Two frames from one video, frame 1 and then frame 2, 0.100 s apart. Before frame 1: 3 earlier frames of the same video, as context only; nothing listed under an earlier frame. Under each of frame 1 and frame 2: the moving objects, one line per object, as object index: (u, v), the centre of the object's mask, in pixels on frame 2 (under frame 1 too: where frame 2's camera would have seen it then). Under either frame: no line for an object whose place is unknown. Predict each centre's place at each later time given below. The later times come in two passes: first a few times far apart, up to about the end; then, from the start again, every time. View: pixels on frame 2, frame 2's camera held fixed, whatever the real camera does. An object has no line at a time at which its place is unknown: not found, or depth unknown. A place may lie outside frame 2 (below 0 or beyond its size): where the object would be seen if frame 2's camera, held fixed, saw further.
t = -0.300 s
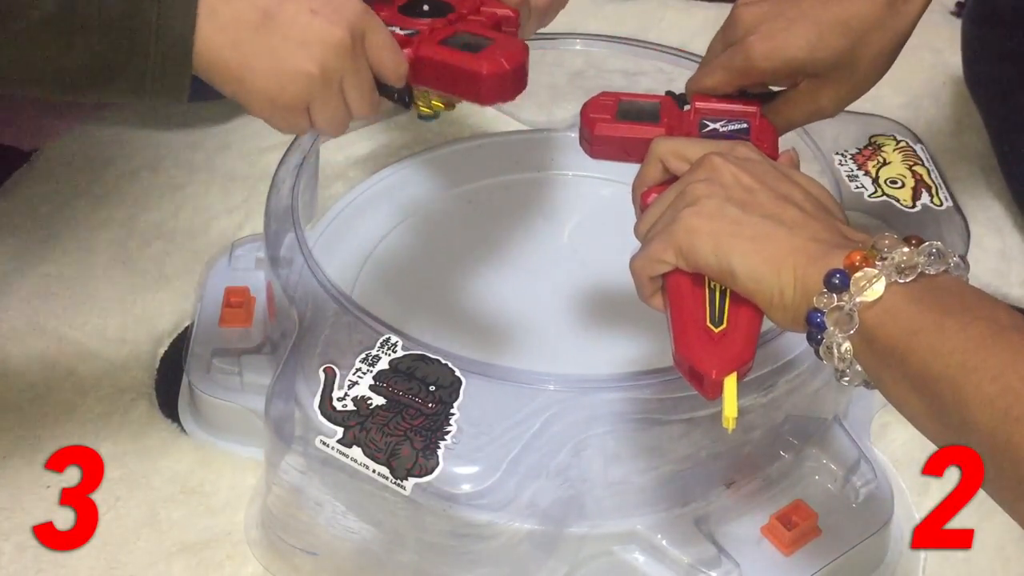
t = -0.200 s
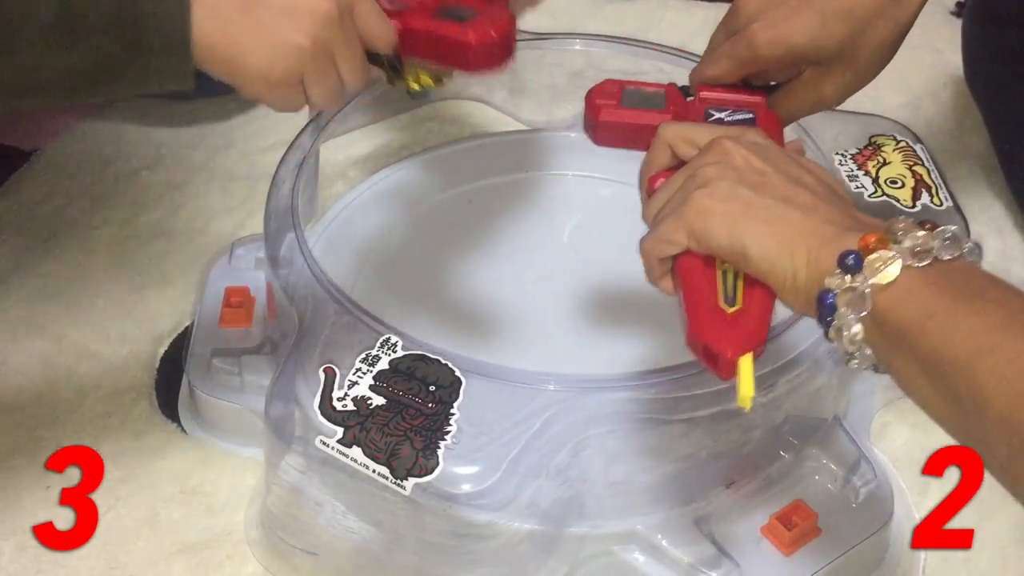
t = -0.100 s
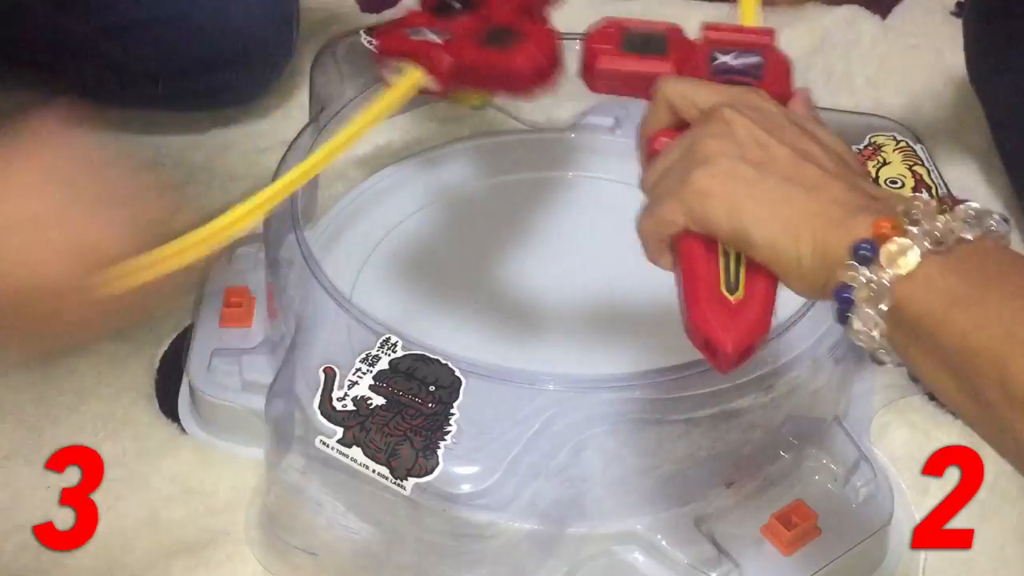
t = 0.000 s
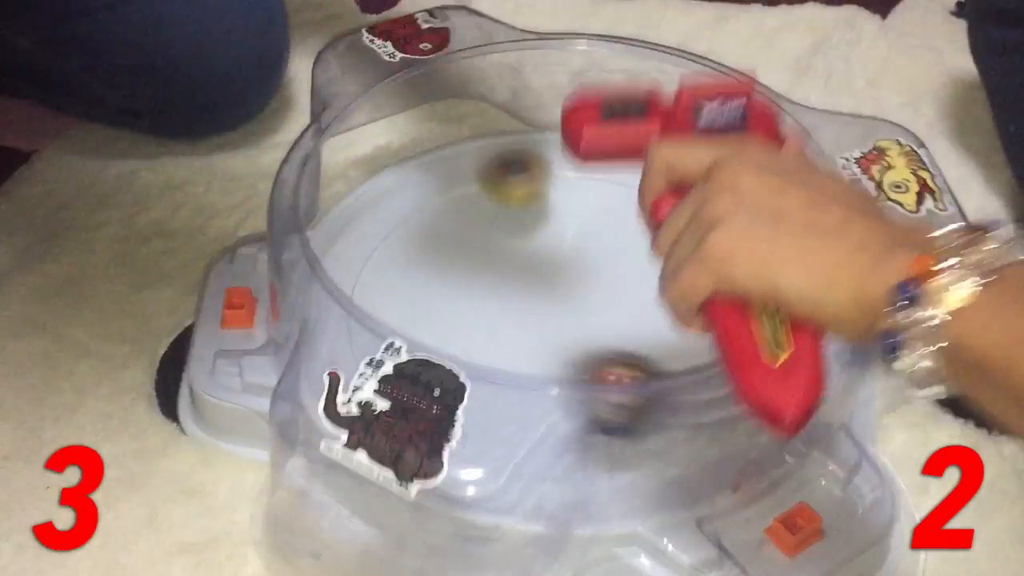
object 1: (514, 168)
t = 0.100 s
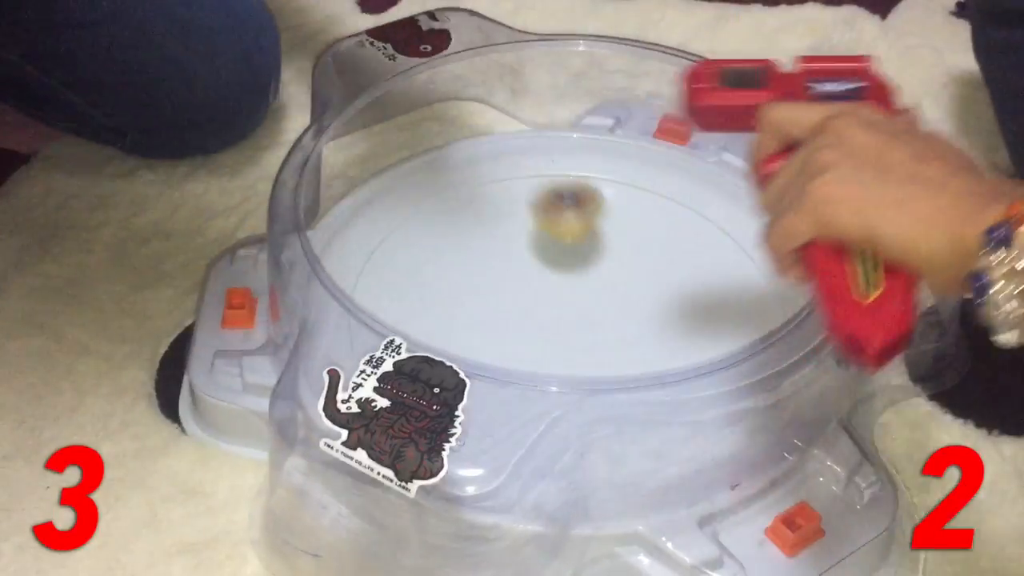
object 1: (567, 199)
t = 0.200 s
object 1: (608, 254)
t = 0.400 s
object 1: (632, 339)
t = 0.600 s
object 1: (602, 346)
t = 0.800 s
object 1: (566, 314)
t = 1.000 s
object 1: (529, 282)
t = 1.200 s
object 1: (512, 286)
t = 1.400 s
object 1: (517, 312)
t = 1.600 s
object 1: (554, 317)
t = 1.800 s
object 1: (564, 301)
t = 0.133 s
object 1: (582, 217)
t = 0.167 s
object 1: (599, 235)
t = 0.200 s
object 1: (608, 254)
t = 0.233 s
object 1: (618, 274)
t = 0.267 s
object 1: (626, 290)
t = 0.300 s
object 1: (631, 305)
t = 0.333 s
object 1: (634, 318)
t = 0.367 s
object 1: (634, 329)
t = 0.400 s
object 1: (632, 339)
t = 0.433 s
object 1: (629, 345)
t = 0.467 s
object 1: (625, 349)
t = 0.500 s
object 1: (620, 351)
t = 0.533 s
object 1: (614, 351)
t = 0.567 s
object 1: (608, 350)
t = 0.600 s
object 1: (602, 346)
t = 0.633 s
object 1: (595, 342)
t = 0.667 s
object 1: (589, 337)
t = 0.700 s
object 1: (583, 331)
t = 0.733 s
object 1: (577, 326)
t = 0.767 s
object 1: (572, 319)
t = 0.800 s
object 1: (566, 314)
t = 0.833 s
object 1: (560, 307)
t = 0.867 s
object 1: (553, 302)
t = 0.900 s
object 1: (547, 296)
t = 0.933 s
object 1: (541, 290)
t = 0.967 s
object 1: (535, 286)
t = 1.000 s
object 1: (529, 282)
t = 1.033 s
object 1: (524, 280)
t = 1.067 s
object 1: (520, 279)
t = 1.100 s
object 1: (517, 278)
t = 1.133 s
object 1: (516, 281)
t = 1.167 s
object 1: (514, 283)
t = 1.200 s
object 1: (512, 286)
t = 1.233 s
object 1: (511, 290)
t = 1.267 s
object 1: (510, 294)
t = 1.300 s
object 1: (510, 299)
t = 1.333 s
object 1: (511, 304)
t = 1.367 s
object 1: (513, 307)
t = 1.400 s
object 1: (517, 312)
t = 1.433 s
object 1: (522, 314)
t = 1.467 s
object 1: (527, 316)
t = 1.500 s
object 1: (533, 317)
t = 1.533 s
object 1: (540, 317)
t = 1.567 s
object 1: (547, 317)
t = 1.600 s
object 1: (554, 317)
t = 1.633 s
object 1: (560, 316)
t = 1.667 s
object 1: (564, 315)
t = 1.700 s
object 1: (567, 312)
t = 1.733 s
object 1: (568, 309)
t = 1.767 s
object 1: (567, 305)
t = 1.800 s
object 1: (564, 301)
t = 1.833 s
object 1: (559, 297)
